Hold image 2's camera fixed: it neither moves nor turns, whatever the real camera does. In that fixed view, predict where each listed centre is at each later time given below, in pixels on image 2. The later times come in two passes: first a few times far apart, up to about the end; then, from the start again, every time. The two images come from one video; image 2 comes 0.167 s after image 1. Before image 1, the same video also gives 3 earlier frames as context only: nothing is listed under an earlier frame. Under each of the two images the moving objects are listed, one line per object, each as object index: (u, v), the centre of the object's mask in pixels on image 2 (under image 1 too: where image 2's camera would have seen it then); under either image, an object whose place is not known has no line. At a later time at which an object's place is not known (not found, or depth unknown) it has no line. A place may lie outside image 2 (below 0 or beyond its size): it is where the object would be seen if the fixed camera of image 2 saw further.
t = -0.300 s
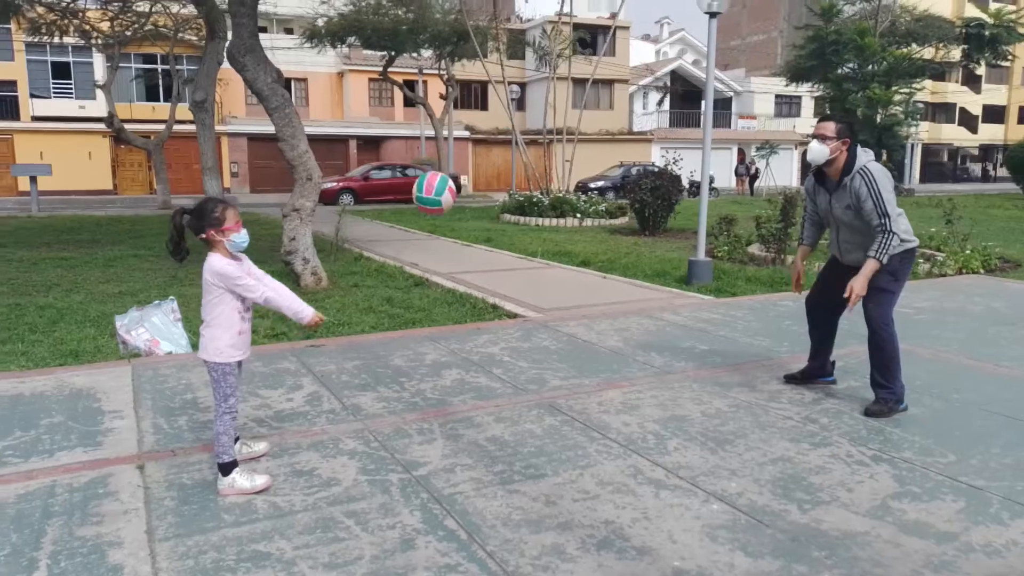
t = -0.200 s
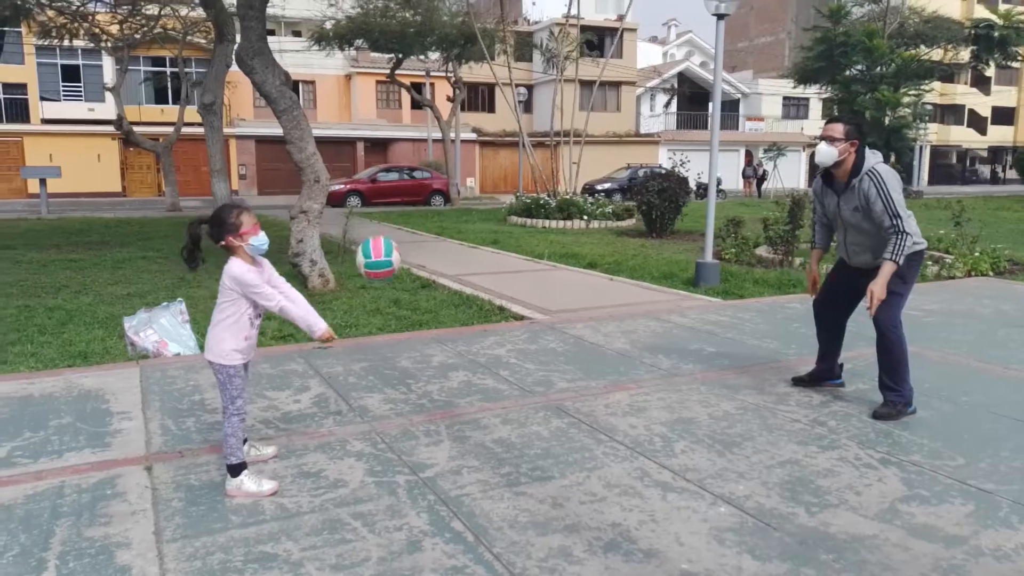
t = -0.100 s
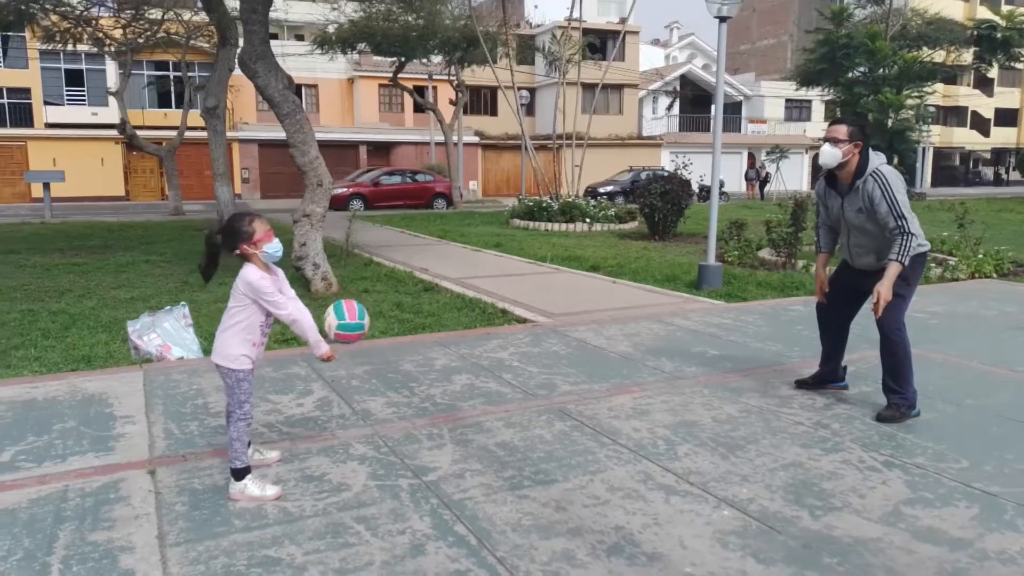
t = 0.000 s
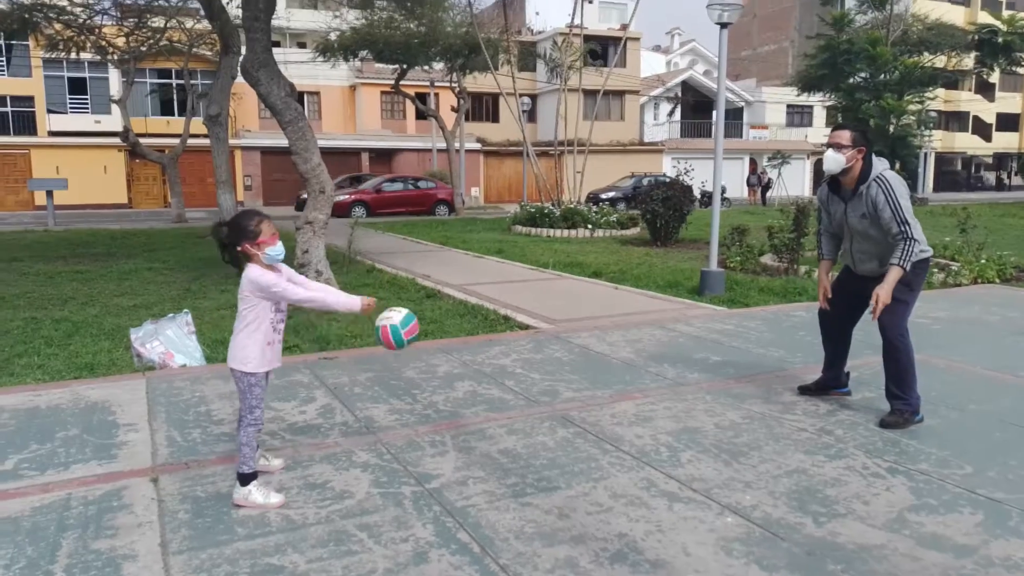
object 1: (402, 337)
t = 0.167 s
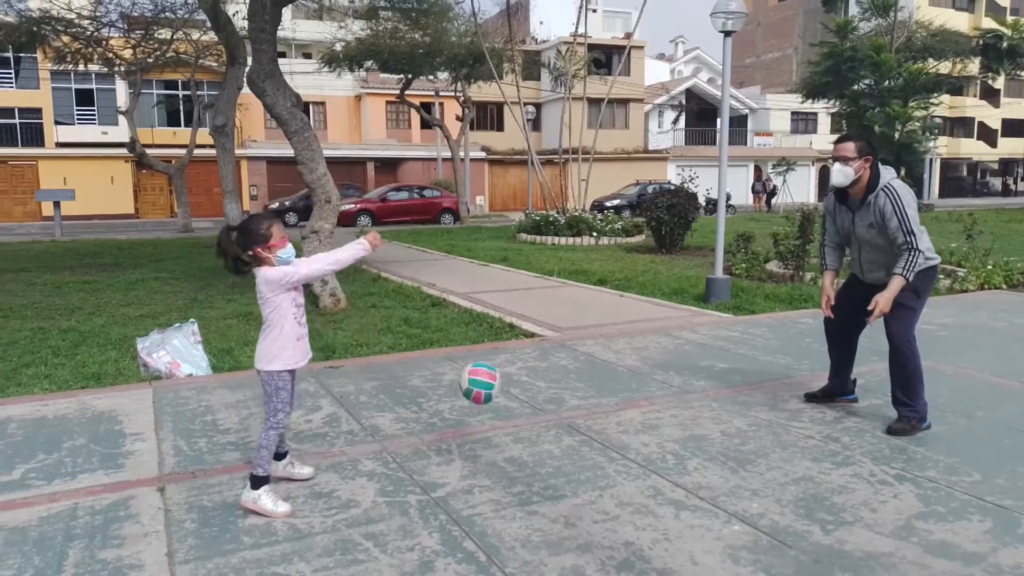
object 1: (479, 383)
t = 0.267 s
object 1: (522, 436)
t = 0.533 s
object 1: (614, 366)
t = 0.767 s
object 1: (687, 388)
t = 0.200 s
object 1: (493, 398)
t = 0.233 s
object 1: (508, 416)
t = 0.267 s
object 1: (522, 436)
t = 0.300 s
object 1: (535, 454)
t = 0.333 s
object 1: (547, 434)
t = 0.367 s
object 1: (558, 417)
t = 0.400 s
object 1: (570, 401)
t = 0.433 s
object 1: (580, 388)
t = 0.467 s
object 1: (592, 378)
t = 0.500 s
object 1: (603, 371)
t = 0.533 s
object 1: (614, 366)
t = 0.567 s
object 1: (624, 362)
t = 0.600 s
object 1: (633, 361)
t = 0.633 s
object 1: (644, 361)
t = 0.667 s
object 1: (656, 365)
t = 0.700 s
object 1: (666, 371)
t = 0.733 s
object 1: (677, 378)
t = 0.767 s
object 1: (687, 388)
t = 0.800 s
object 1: (696, 400)
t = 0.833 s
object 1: (706, 415)
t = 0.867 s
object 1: (717, 432)
